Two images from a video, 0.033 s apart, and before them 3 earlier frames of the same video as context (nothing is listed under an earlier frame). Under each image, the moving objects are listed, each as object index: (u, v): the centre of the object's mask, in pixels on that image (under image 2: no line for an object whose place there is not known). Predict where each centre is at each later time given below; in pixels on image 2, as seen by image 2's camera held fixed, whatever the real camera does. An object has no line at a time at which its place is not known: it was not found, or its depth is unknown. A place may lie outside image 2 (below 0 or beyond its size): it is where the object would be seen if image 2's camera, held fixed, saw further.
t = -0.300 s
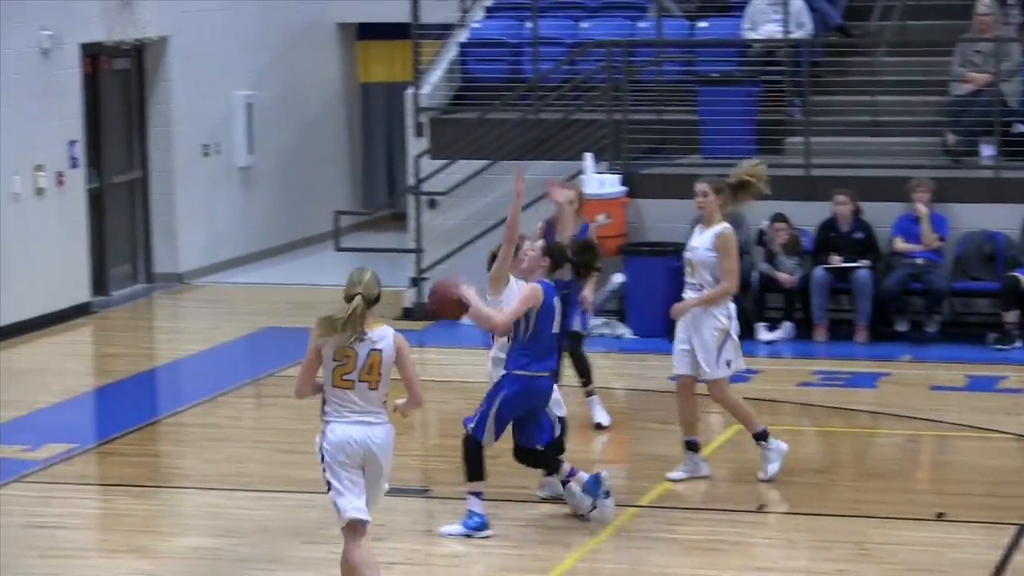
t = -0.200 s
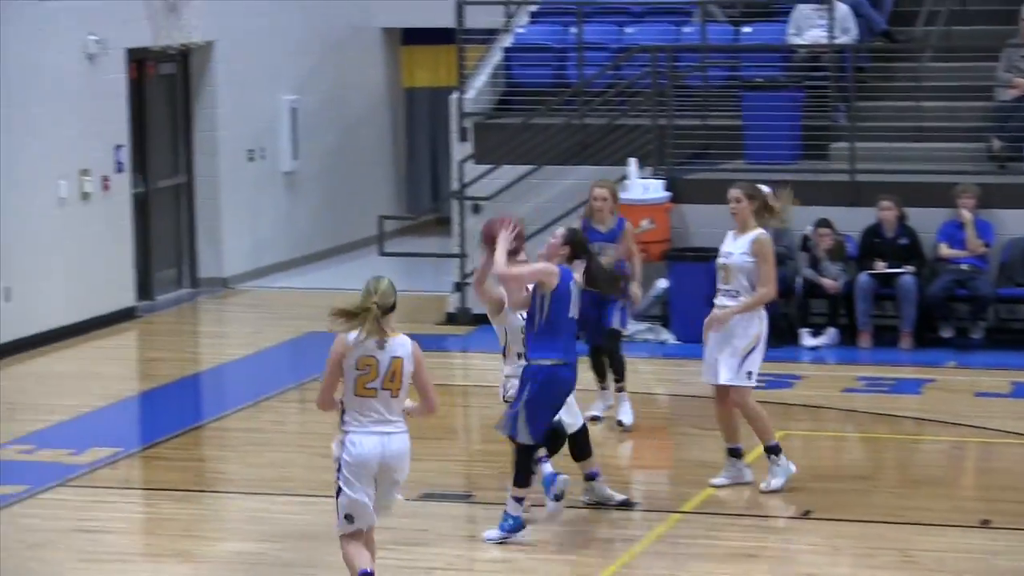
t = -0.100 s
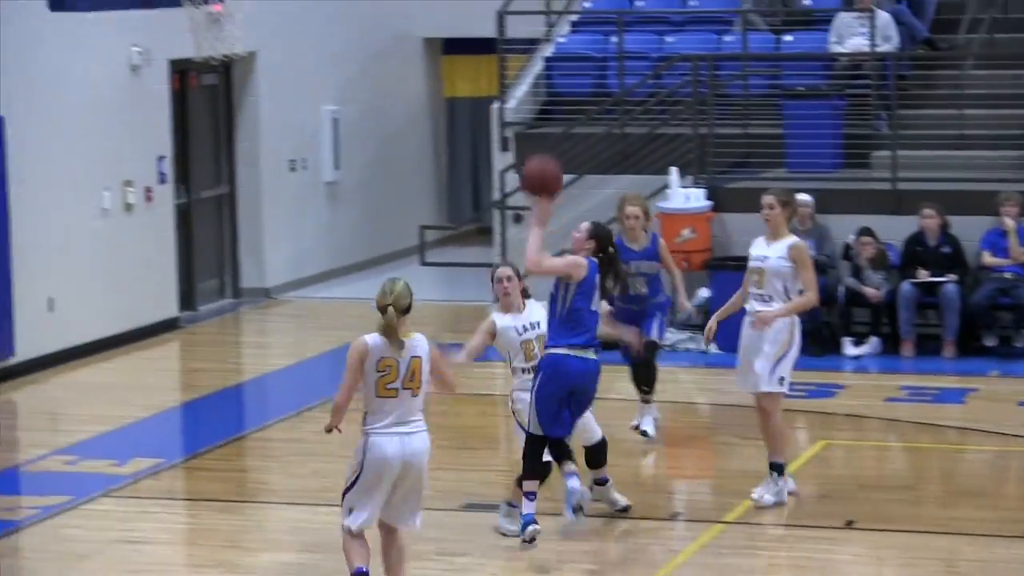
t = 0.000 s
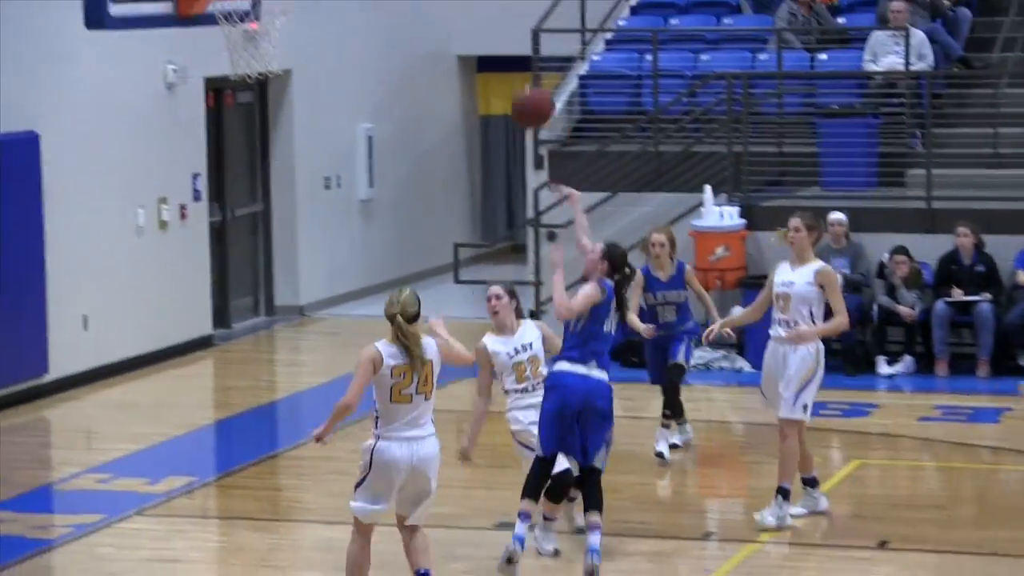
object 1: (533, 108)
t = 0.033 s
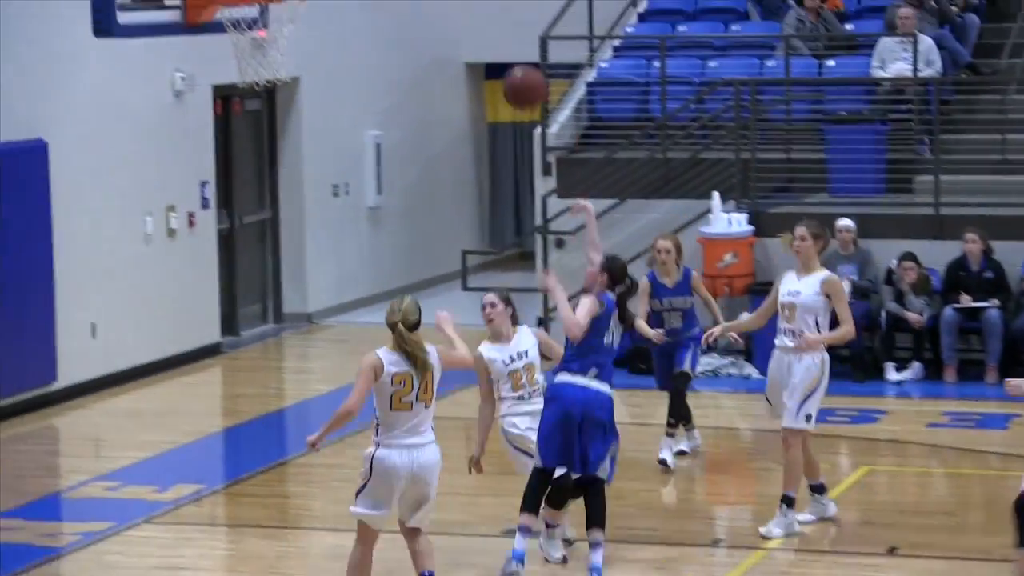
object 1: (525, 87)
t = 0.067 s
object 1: (509, 64)
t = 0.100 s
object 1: (493, 41)
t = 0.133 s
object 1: (477, 21)
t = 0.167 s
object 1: (460, 2)
